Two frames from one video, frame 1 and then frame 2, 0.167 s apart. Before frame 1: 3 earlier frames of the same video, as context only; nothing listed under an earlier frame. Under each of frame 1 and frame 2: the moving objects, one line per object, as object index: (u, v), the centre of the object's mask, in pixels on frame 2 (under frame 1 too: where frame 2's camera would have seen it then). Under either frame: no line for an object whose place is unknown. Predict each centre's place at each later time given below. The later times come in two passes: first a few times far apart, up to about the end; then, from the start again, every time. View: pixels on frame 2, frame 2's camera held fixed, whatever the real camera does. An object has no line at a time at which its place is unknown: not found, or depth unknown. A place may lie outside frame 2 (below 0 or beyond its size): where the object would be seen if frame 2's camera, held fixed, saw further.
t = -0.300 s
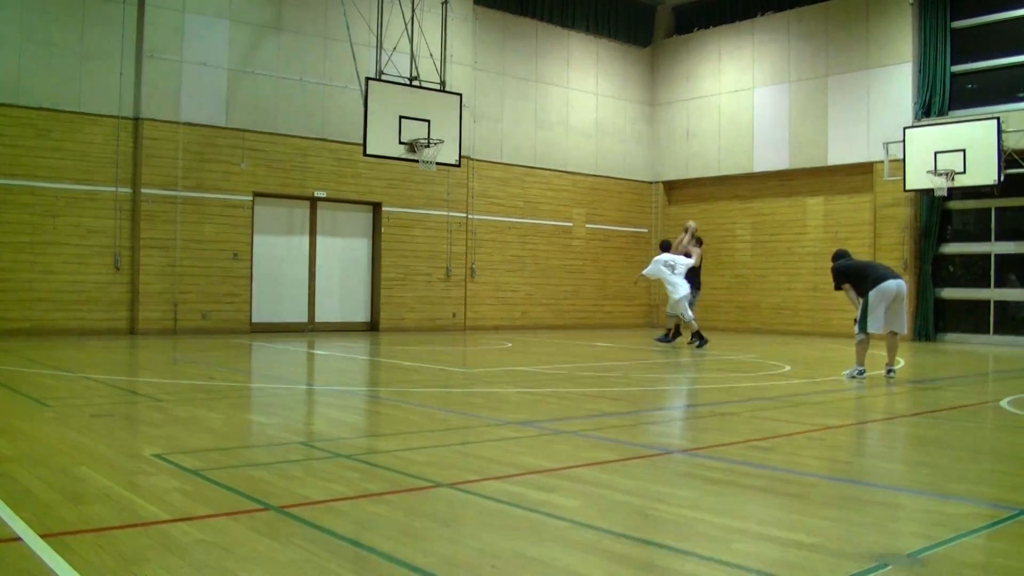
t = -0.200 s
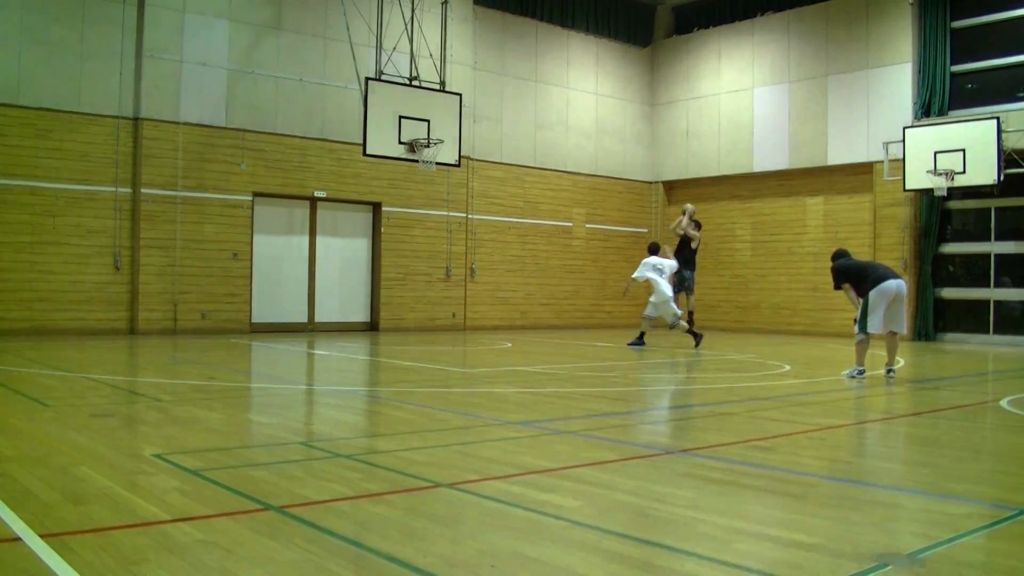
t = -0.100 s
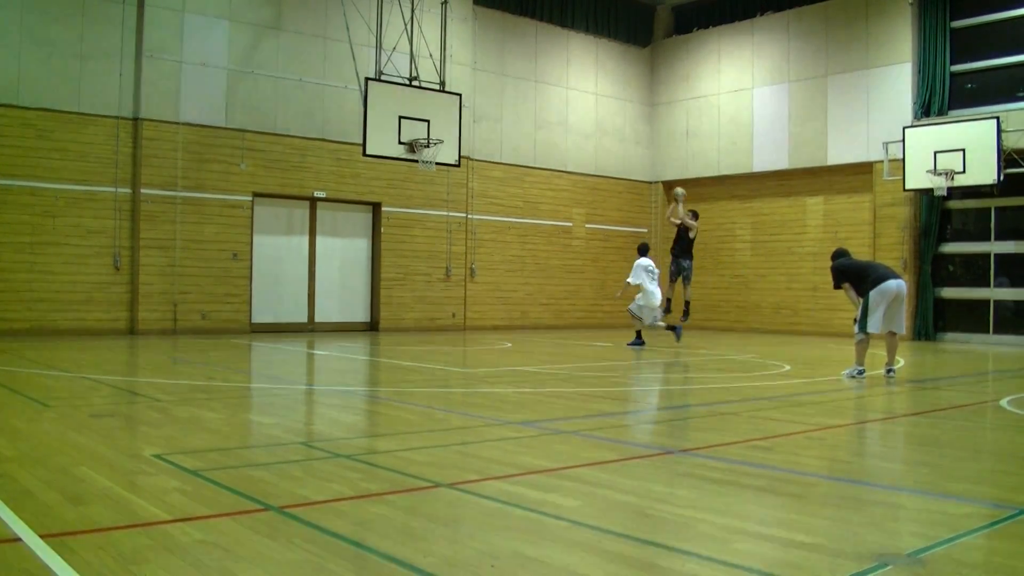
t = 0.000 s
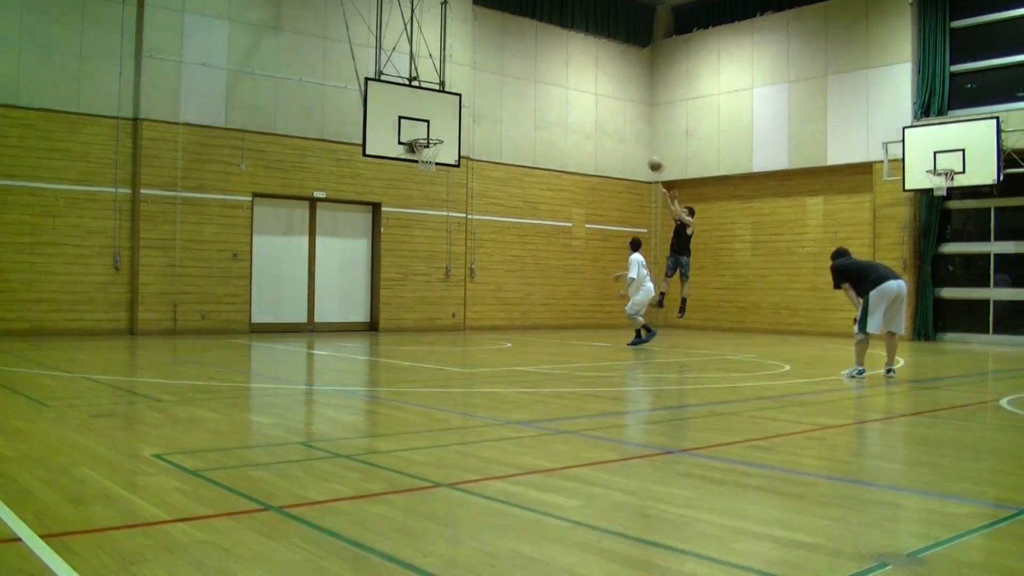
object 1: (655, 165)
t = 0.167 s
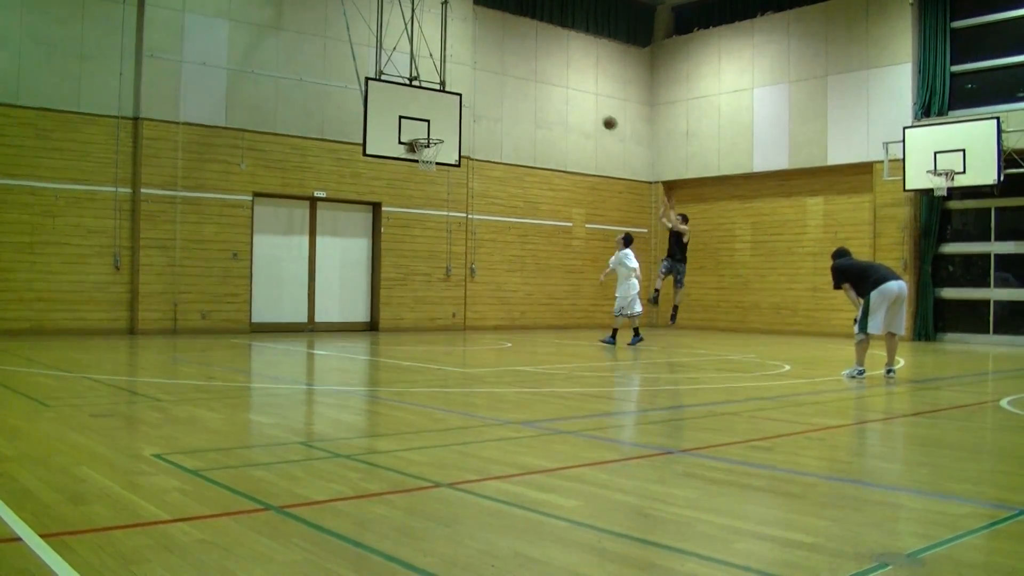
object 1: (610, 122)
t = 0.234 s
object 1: (591, 111)
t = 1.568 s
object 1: (403, 144)
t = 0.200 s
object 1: (600, 116)
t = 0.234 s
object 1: (591, 111)
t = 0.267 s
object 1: (582, 105)
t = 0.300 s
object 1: (572, 101)
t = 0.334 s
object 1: (563, 97)
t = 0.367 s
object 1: (553, 94)
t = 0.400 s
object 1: (544, 91)
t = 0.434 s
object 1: (535, 90)
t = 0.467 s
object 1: (525, 88)
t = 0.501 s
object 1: (515, 88)
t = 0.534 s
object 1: (506, 88)
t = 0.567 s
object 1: (496, 89)
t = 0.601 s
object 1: (487, 90)
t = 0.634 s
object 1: (478, 93)
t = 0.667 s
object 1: (468, 96)
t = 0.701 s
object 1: (459, 99)
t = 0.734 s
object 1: (449, 103)
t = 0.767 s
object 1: (439, 108)
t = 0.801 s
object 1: (437, 111)
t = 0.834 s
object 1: (435, 114)
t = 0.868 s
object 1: (433, 119)
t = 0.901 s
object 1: (430, 124)
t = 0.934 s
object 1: (427, 129)
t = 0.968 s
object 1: (425, 136)
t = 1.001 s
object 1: (428, 137)
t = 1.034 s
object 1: (431, 137)
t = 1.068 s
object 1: (432, 137)
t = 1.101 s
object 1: (427, 135)
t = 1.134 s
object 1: (423, 133)
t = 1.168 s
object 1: (418, 133)
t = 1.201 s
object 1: (415, 133)
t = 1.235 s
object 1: (414, 130)
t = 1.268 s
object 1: (413, 128)
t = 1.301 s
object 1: (412, 127)
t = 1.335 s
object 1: (411, 127)
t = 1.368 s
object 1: (410, 127)
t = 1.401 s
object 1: (408, 128)
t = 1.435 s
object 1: (407, 129)
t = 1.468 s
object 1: (406, 132)
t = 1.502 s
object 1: (405, 136)
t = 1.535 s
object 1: (403, 138)
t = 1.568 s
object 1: (403, 144)
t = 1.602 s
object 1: (401, 148)
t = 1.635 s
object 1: (399, 153)
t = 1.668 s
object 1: (397, 160)
